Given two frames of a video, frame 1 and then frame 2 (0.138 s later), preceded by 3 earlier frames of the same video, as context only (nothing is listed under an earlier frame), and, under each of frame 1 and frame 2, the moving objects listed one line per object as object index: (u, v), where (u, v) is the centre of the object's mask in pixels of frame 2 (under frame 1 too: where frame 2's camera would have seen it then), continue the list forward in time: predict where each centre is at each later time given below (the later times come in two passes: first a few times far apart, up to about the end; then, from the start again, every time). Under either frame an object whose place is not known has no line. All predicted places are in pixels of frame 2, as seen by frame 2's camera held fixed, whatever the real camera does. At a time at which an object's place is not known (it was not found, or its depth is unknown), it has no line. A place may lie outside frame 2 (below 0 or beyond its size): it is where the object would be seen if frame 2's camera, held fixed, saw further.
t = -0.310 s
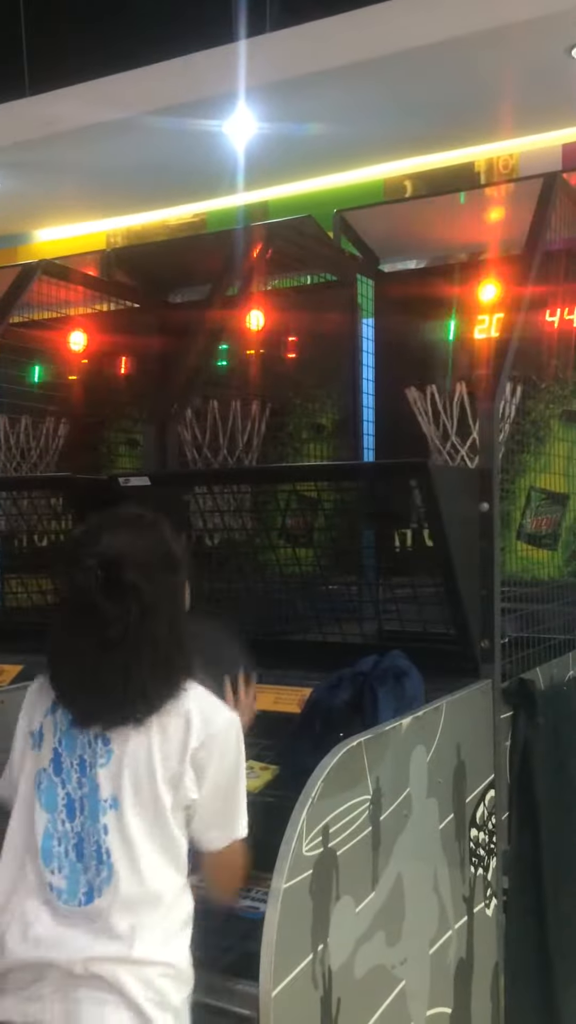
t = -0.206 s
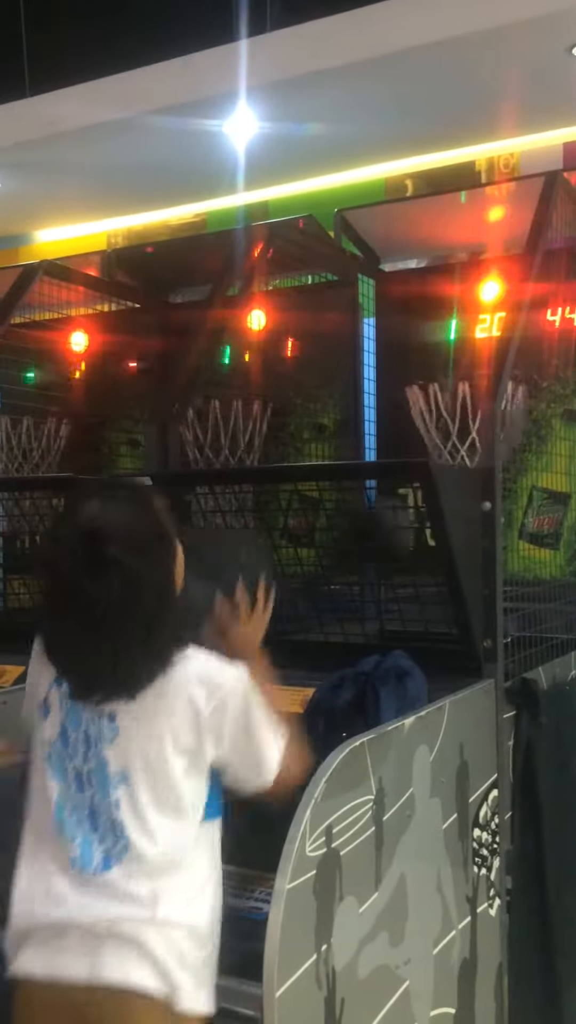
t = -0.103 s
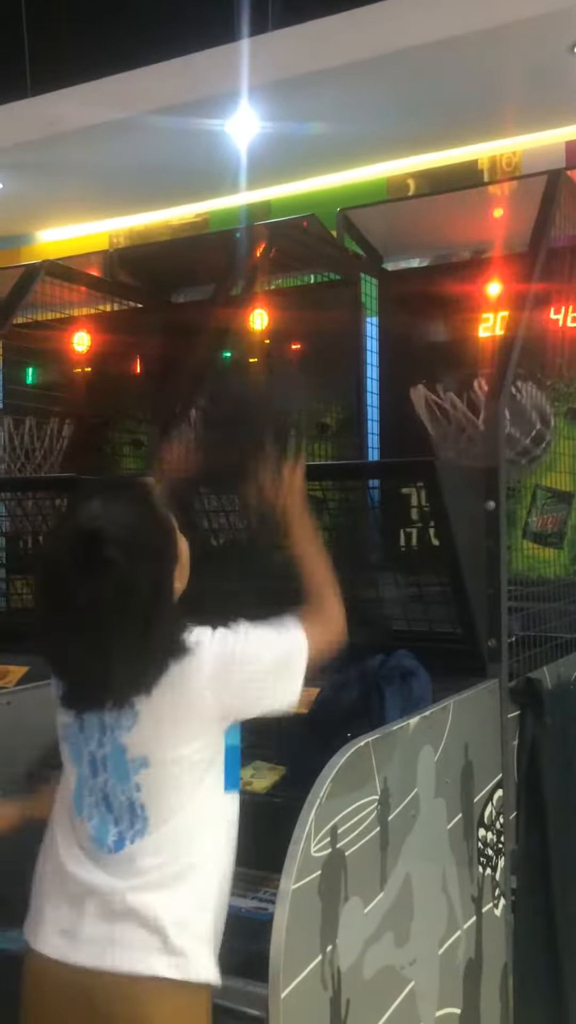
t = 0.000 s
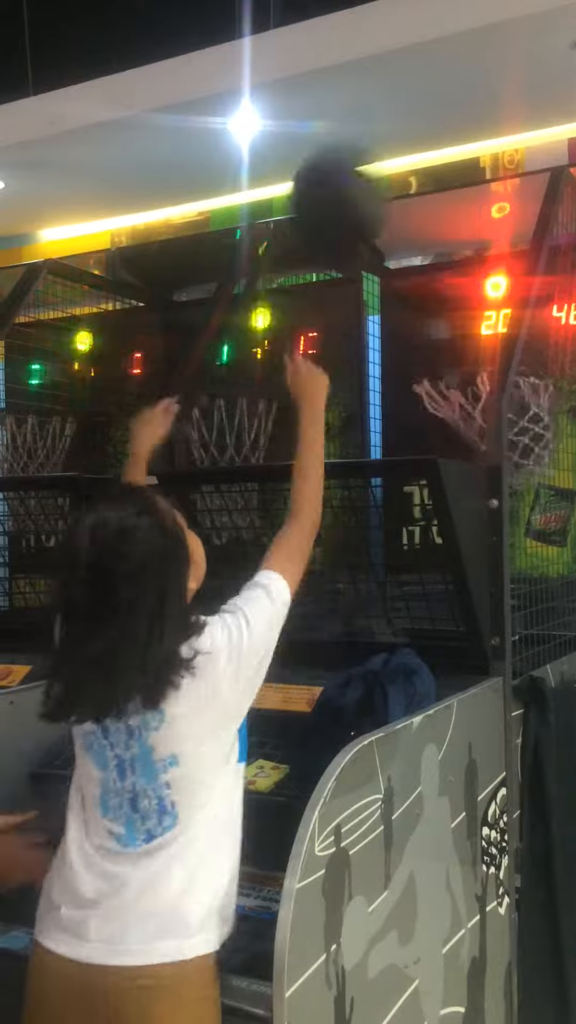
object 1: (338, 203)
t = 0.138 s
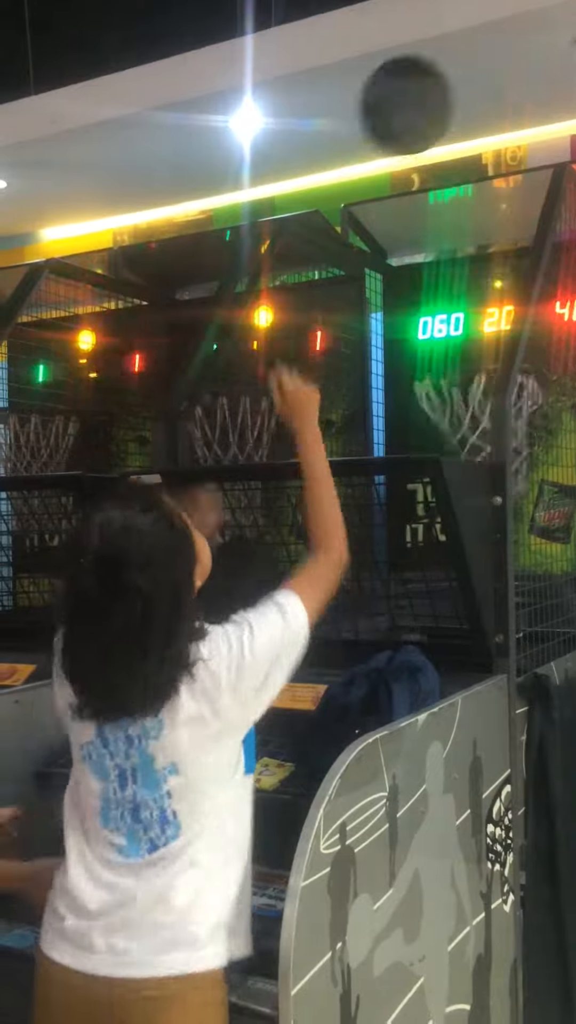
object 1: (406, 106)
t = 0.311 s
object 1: (468, 105)
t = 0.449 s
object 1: (510, 174)
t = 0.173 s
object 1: (420, 97)
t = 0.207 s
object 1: (433, 93)
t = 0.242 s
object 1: (446, 94)
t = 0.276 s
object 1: (458, 98)
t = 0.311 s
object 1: (468, 105)
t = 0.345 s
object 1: (479, 115)
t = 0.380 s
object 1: (489, 133)
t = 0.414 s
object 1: (500, 149)
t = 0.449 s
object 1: (510, 174)
